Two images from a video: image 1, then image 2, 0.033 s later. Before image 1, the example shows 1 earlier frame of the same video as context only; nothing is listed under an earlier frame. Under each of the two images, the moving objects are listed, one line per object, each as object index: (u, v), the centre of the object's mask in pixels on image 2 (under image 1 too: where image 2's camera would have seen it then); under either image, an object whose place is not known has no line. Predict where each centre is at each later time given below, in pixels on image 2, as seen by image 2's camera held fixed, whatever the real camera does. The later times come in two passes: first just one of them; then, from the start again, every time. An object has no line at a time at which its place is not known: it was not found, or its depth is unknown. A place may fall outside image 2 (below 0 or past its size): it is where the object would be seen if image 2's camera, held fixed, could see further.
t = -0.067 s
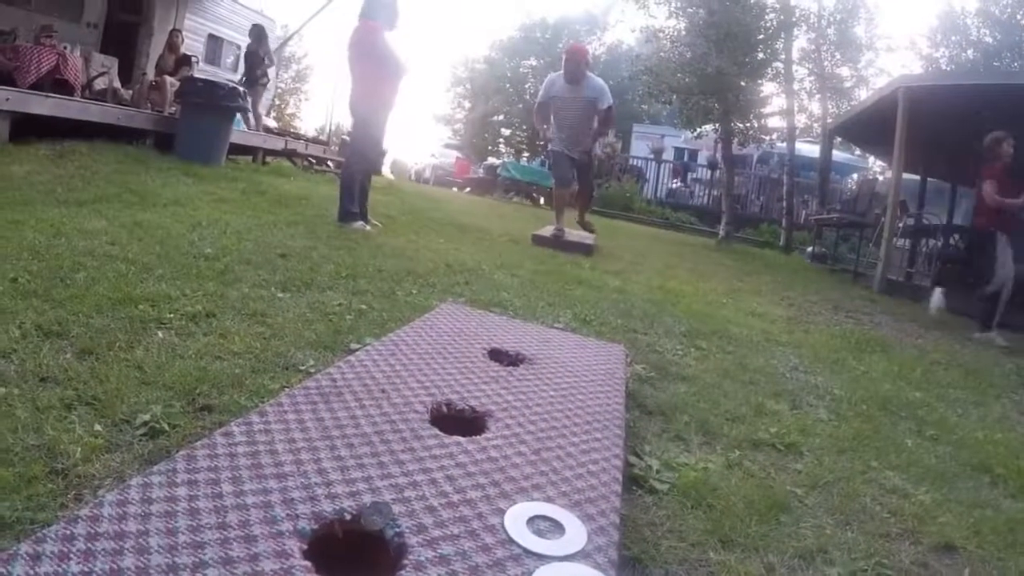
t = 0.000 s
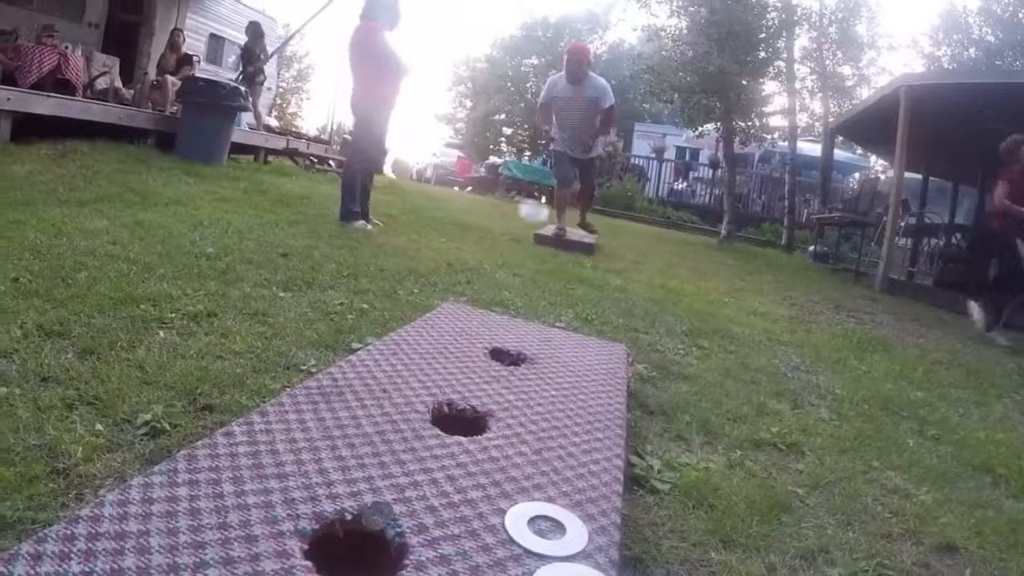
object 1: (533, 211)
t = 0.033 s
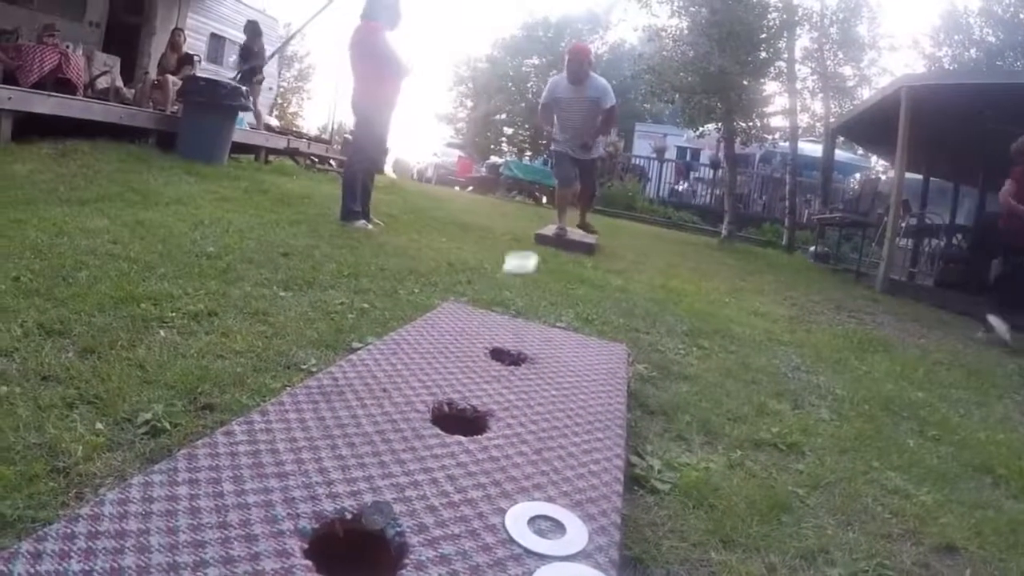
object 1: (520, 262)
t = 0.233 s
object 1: (502, 327)
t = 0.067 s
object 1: (506, 320)
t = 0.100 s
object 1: (505, 313)
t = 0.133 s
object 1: (506, 310)
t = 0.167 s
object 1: (506, 311)
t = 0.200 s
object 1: (505, 319)
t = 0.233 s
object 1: (502, 327)
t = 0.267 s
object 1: (499, 359)
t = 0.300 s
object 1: (493, 394)
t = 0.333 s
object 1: (488, 418)
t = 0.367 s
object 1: (486, 416)
